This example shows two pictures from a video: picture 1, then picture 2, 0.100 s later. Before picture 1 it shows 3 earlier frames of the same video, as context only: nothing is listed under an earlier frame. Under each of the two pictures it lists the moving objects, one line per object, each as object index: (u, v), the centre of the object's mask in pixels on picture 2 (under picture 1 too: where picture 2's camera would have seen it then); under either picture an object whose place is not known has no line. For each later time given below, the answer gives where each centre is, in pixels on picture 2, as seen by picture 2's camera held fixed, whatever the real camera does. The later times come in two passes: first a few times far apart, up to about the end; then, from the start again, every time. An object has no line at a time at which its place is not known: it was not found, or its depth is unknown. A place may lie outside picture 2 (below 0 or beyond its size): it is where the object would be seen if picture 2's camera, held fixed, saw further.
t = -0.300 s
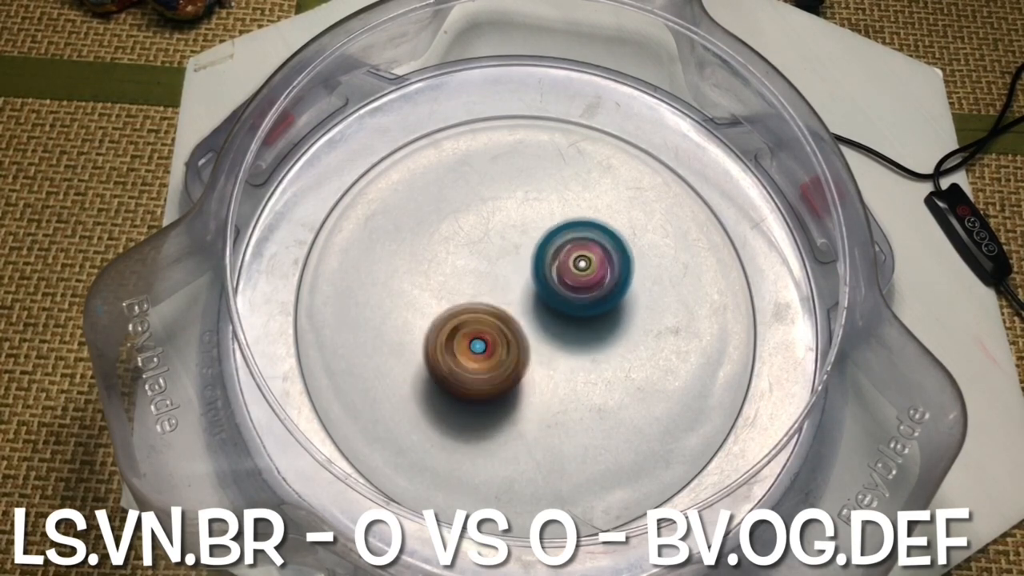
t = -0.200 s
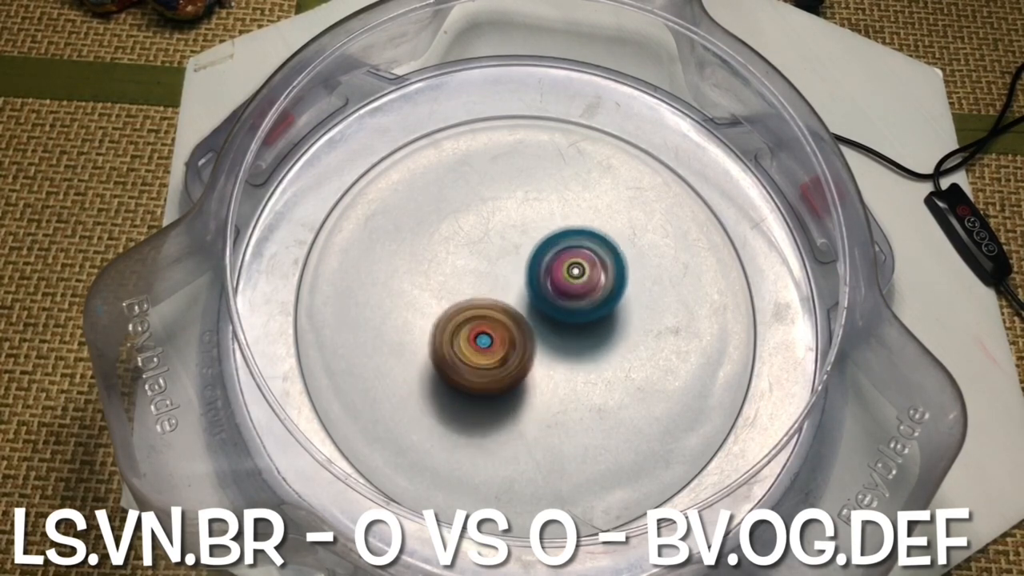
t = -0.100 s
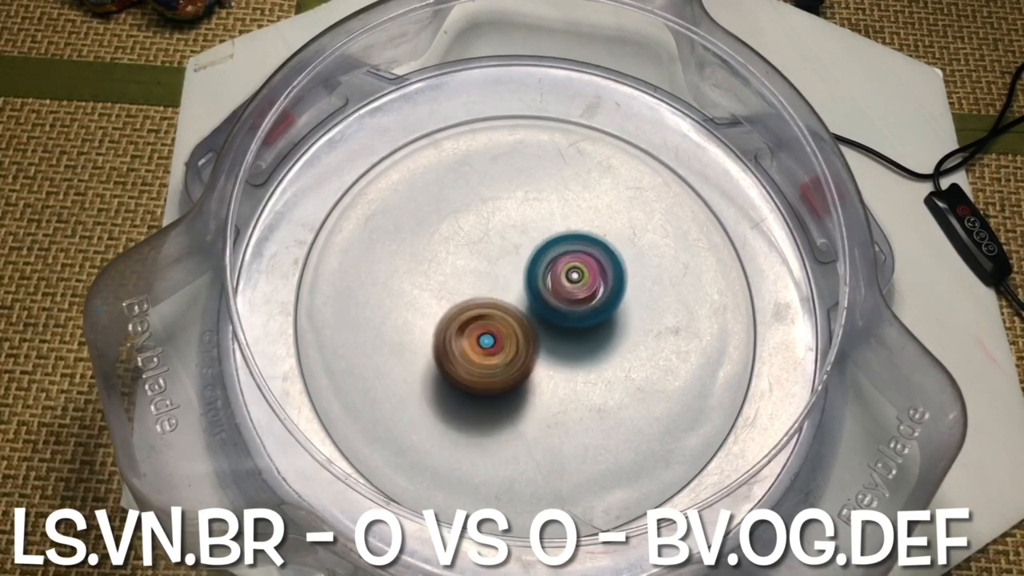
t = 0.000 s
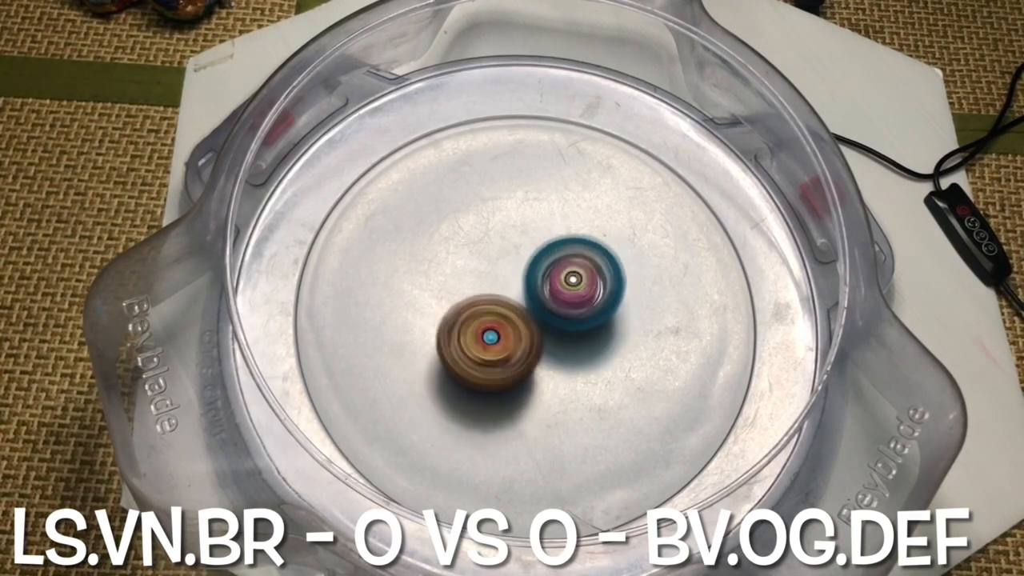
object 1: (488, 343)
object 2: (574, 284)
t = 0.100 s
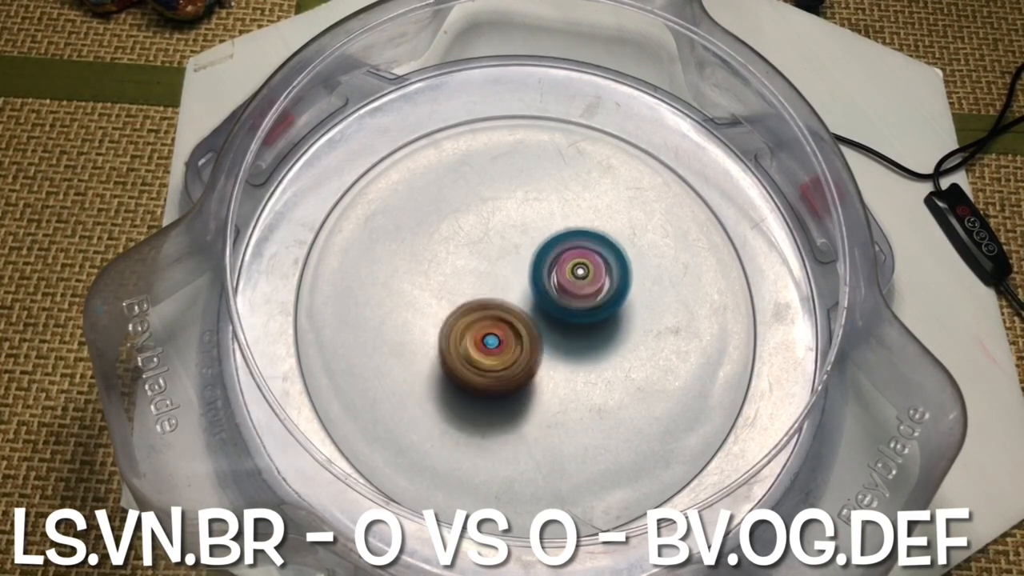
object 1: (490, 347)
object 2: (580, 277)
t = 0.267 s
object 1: (493, 343)
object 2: (577, 277)
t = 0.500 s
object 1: (491, 341)
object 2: (575, 280)
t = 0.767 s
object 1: (481, 342)
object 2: (581, 278)
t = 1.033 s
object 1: (474, 345)
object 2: (581, 277)
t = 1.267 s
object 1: (468, 344)
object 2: (577, 277)
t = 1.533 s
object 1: (479, 336)
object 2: (573, 281)
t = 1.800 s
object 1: (467, 346)
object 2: (598, 279)
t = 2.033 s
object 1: (480, 337)
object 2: (590, 284)
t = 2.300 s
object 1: (488, 339)
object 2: (583, 281)
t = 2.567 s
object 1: (487, 343)
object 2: (582, 276)
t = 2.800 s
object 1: (489, 335)
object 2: (581, 277)
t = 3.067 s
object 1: (486, 337)
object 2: (594, 272)
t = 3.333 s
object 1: (490, 334)
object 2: (577, 280)
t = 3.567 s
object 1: (488, 335)
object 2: (575, 274)
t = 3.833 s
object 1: (480, 340)
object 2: (588, 260)
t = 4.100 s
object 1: (487, 330)
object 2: (576, 259)
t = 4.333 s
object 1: (490, 333)
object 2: (578, 247)
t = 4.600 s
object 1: (493, 331)
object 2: (564, 259)
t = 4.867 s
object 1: (503, 336)
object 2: (565, 258)
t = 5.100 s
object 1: (510, 341)
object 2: (572, 250)
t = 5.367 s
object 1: (510, 339)
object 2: (565, 258)
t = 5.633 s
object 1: (510, 343)
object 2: (566, 257)
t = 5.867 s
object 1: (511, 344)
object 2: (566, 258)
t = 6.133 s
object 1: (514, 347)
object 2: (565, 257)
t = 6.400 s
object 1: (516, 345)
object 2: (562, 250)
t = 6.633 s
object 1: (517, 343)
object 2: (551, 251)
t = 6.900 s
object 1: (519, 355)
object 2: (553, 240)
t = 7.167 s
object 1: (514, 355)
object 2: (546, 265)
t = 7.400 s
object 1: (512, 364)
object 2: (546, 250)
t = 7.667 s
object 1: (505, 357)
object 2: (550, 261)
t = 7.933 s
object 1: (502, 358)
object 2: (537, 271)
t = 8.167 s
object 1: (516, 359)
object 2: (536, 262)
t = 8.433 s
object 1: (507, 353)
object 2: (534, 267)
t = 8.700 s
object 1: (506, 373)
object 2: (542, 252)
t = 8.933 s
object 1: (496, 361)
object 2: (543, 274)
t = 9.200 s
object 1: (487, 357)
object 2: (557, 280)
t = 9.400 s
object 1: (496, 350)
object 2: (561, 278)
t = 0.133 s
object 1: (491, 346)
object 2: (579, 276)
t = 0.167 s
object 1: (492, 343)
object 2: (577, 277)
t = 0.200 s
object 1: (494, 342)
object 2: (575, 278)
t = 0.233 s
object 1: (492, 343)
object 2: (577, 277)
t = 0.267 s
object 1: (493, 343)
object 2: (577, 277)
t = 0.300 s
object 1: (492, 342)
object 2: (576, 278)
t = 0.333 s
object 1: (493, 342)
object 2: (576, 278)
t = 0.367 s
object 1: (491, 343)
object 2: (580, 277)
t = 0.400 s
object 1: (491, 342)
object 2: (580, 277)
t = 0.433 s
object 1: (491, 342)
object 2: (579, 278)
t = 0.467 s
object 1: (490, 341)
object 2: (577, 279)
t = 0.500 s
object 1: (491, 341)
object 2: (575, 280)
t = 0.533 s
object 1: (489, 342)
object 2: (577, 280)
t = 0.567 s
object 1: (488, 342)
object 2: (578, 279)
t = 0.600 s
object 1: (488, 340)
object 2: (576, 281)
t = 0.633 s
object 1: (487, 340)
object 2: (576, 282)
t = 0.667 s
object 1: (484, 343)
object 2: (580, 280)
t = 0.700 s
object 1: (482, 344)
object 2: (581, 278)
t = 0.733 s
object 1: (481, 342)
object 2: (582, 278)
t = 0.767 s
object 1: (481, 342)
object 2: (581, 278)
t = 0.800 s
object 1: (481, 341)
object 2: (580, 279)
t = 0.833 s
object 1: (481, 341)
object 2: (577, 280)
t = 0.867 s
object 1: (480, 340)
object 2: (573, 282)
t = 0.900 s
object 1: (481, 339)
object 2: (571, 284)
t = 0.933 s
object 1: (478, 341)
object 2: (572, 283)
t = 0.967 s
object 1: (475, 345)
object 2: (577, 279)
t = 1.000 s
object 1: (473, 345)
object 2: (580, 277)
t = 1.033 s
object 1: (474, 345)
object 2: (581, 277)
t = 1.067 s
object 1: (475, 343)
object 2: (581, 277)
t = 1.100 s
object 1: (475, 342)
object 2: (578, 278)
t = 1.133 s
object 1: (476, 340)
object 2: (575, 279)
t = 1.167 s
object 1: (478, 339)
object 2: (571, 281)
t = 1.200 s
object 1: (479, 337)
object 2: (567, 282)
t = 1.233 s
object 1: (473, 342)
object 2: (572, 280)
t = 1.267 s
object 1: (468, 344)
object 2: (577, 277)
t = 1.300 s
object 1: (467, 345)
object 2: (580, 276)
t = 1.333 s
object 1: (467, 346)
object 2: (582, 275)
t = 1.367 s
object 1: (468, 343)
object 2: (582, 275)
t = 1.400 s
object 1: (469, 343)
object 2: (582, 275)
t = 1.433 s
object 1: (471, 340)
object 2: (581, 276)
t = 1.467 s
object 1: (472, 339)
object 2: (579, 277)
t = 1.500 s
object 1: (476, 338)
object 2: (575, 279)
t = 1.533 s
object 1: (479, 336)
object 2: (573, 281)
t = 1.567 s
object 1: (482, 336)
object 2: (571, 283)
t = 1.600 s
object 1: (482, 336)
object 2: (573, 283)
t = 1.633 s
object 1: (484, 337)
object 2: (575, 284)
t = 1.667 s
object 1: (485, 337)
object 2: (575, 285)
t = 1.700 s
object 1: (477, 341)
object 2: (583, 283)
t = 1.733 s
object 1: (470, 344)
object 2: (592, 280)
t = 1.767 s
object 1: (468, 346)
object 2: (597, 279)
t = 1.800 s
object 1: (467, 346)
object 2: (598, 279)
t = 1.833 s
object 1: (467, 345)
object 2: (599, 279)
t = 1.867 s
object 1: (469, 344)
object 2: (598, 279)
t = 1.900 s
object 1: (469, 343)
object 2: (597, 279)
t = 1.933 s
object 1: (472, 341)
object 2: (596, 280)
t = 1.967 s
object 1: (474, 339)
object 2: (595, 281)
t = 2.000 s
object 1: (476, 339)
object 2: (593, 282)
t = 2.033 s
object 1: (480, 337)
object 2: (590, 284)
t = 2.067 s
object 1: (485, 335)
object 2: (587, 286)
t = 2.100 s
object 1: (488, 334)
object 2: (583, 288)
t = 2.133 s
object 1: (484, 337)
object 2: (589, 284)
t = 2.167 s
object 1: (485, 339)
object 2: (594, 281)
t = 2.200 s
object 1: (485, 340)
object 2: (594, 281)
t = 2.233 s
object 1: (487, 339)
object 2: (592, 281)
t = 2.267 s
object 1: (488, 339)
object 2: (588, 281)
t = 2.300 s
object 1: (488, 339)
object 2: (583, 281)
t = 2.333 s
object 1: (490, 339)
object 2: (578, 282)
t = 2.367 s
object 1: (491, 338)
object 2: (575, 282)
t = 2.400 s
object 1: (490, 339)
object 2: (576, 282)
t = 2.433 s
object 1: (491, 339)
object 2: (576, 281)
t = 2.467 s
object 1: (488, 342)
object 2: (581, 277)
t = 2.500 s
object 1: (488, 341)
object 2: (582, 277)
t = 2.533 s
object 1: (487, 342)
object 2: (582, 277)
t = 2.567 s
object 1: (487, 343)
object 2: (582, 276)
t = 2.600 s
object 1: (489, 340)
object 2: (582, 275)
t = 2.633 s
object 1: (490, 340)
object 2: (581, 275)
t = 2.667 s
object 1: (489, 339)
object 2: (580, 275)
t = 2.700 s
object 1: (490, 337)
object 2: (580, 275)
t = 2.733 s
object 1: (491, 336)
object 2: (579, 276)
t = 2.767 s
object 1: (492, 335)
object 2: (577, 277)
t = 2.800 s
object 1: (489, 335)
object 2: (581, 277)
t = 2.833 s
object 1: (489, 336)
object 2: (583, 276)
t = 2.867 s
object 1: (489, 335)
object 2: (584, 277)
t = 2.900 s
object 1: (492, 333)
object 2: (582, 278)
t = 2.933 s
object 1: (492, 333)
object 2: (583, 278)
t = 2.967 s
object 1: (488, 335)
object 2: (589, 274)
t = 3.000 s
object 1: (488, 338)
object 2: (593, 272)
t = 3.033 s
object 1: (486, 338)
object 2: (594, 272)
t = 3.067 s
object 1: (486, 337)
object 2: (594, 272)
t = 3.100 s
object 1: (485, 337)
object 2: (593, 273)
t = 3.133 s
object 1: (485, 337)
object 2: (592, 273)
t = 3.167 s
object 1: (486, 337)
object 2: (591, 273)
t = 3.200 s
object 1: (485, 338)
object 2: (589, 275)
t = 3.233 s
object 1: (486, 336)
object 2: (587, 276)
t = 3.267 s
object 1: (487, 336)
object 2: (584, 277)
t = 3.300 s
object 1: (488, 335)
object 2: (581, 279)
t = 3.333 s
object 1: (490, 334)
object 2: (577, 280)
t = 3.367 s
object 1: (487, 335)
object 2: (575, 281)
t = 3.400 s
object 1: (483, 337)
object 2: (580, 279)
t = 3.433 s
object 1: (485, 339)
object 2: (581, 278)
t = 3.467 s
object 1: (486, 340)
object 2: (580, 278)
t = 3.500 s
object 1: (488, 338)
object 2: (577, 277)
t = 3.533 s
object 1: (489, 337)
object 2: (575, 276)
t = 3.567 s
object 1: (488, 335)
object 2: (575, 274)
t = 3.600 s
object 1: (483, 340)
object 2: (581, 267)
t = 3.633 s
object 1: (480, 340)
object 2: (588, 262)
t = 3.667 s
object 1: (480, 341)
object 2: (590, 261)
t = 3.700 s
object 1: (479, 342)
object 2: (592, 260)
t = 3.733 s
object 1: (479, 341)
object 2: (591, 260)
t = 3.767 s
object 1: (479, 340)
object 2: (590, 260)
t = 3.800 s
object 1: (477, 339)
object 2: (589, 260)
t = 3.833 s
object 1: (480, 340)
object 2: (588, 260)
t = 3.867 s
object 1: (480, 339)
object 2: (586, 261)
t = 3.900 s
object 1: (483, 337)
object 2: (584, 261)
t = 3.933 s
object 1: (485, 335)
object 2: (582, 262)
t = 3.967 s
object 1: (486, 330)
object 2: (579, 263)
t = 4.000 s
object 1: (490, 329)
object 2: (576, 264)
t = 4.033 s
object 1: (491, 326)
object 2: (572, 266)
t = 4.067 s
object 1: (490, 328)
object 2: (576, 263)
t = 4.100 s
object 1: (487, 330)
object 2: (576, 259)
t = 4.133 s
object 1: (489, 329)
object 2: (577, 259)
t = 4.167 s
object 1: (491, 330)
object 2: (574, 260)
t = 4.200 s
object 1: (493, 325)
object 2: (571, 260)
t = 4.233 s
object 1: (493, 328)
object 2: (571, 257)
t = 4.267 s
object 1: (490, 331)
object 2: (574, 251)
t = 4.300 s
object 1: (491, 334)
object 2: (576, 246)
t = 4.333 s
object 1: (490, 333)
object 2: (578, 247)
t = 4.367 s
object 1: (491, 333)
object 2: (577, 247)
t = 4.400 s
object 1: (489, 333)
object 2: (576, 249)
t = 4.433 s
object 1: (490, 334)
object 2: (574, 250)
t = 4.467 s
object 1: (489, 334)
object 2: (572, 251)
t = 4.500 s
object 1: (491, 333)
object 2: (571, 253)
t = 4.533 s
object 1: (492, 333)
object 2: (569, 256)
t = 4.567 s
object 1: (493, 331)
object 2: (567, 257)
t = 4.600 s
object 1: (493, 331)
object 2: (564, 259)
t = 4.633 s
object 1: (493, 335)
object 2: (568, 254)
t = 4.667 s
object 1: (497, 337)
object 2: (569, 251)
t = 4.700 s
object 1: (499, 335)
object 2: (571, 252)
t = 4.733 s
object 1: (501, 334)
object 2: (569, 255)
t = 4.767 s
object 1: (501, 332)
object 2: (566, 257)
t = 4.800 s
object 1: (501, 334)
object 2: (566, 256)
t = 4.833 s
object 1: (502, 333)
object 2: (567, 258)
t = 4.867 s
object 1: (503, 336)
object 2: (565, 258)
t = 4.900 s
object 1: (502, 338)
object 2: (567, 256)
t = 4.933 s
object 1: (505, 340)
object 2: (567, 254)
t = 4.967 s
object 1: (508, 338)
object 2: (568, 253)
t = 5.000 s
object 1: (510, 337)
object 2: (567, 255)
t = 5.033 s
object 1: (509, 337)
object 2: (567, 252)
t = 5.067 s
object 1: (510, 342)
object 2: (570, 249)
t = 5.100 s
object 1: (510, 341)
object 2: (572, 250)
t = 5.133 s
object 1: (511, 342)
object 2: (570, 254)
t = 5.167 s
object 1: (509, 340)
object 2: (568, 256)
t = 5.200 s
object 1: (509, 340)
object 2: (565, 257)
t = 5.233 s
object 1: (509, 340)
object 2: (563, 257)
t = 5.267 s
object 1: (510, 340)
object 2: (563, 256)
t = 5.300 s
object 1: (510, 338)
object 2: (564, 257)
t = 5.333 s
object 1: (509, 340)
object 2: (566, 257)
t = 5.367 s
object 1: (510, 339)
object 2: (565, 258)
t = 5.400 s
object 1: (509, 341)
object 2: (566, 258)
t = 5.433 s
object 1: (510, 341)
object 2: (566, 257)
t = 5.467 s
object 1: (510, 343)
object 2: (568, 256)
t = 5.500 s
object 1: (511, 342)
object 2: (567, 257)
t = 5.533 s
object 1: (509, 341)
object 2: (565, 258)
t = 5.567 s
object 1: (510, 341)
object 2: (564, 257)
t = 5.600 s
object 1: (509, 342)
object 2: (565, 256)
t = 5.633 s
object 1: (510, 343)
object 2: (566, 257)
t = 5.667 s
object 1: (509, 343)
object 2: (566, 259)
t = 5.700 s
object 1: (509, 343)
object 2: (564, 260)
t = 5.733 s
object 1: (508, 344)
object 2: (563, 260)
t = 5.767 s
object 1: (510, 347)
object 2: (564, 259)
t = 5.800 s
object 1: (509, 347)
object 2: (567, 257)
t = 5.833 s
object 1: (512, 347)
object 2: (567, 257)
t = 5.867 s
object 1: (511, 344)
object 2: (566, 258)
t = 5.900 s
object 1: (511, 344)
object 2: (564, 259)
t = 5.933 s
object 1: (511, 343)
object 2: (563, 258)
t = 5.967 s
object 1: (510, 345)
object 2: (566, 257)
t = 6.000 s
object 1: (511, 343)
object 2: (567, 257)
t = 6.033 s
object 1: (509, 342)
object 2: (565, 260)
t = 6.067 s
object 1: (509, 346)
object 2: (565, 257)
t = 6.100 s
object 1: (509, 349)
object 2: (566, 256)
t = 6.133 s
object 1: (514, 347)
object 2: (565, 257)
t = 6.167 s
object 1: (513, 342)
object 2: (563, 257)
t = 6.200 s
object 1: (514, 342)
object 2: (562, 254)
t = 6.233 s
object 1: (513, 345)
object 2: (566, 248)
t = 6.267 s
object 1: (514, 347)
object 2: (567, 245)
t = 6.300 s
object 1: (516, 346)
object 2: (568, 244)
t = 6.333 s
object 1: (516, 347)
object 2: (569, 247)
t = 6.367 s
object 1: (517, 346)
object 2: (566, 249)
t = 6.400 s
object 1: (516, 345)
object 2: (562, 250)
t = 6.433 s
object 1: (518, 344)
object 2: (558, 250)
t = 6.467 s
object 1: (517, 342)
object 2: (556, 251)
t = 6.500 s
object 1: (519, 341)
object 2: (553, 251)
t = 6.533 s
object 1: (519, 339)
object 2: (551, 252)
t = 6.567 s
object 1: (518, 339)
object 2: (550, 253)
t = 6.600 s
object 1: (518, 340)
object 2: (552, 251)
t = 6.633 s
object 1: (517, 343)
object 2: (551, 251)
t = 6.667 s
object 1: (521, 342)
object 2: (550, 250)
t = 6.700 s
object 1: (521, 350)
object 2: (552, 244)
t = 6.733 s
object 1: (523, 357)
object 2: (552, 238)
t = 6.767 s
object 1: (521, 357)
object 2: (553, 234)
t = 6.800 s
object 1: (520, 359)
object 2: (554, 233)
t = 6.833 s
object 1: (523, 360)
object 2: (553, 234)
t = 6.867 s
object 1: (521, 358)
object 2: (554, 238)
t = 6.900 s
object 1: (519, 355)
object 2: (553, 240)
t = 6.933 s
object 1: (515, 353)
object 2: (551, 243)
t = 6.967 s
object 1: (514, 353)
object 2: (550, 250)
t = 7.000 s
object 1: (514, 351)
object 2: (548, 255)
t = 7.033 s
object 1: (511, 351)
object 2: (548, 259)
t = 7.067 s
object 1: (513, 355)
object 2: (550, 260)
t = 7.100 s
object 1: (512, 355)
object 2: (550, 261)
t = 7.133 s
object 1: (512, 357)
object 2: (549, 263)
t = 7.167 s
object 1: (514, 355)
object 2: (546, 265)
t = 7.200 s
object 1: (511, 355)
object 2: (545, 265)
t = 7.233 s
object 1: (512, 354)
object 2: (543, 266)
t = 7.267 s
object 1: (511, 356)
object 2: (543, 264)
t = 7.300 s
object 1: (513, 359)
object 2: (544, 261)
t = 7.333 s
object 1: (515, 355)
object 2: (544, 261)
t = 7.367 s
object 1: (512, 356)
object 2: (544, 257)
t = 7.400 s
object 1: (512, 364)
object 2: (546, 250)
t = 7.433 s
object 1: (512, 365)
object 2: (547, 247)
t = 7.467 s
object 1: (510, 366)
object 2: (548, 244)
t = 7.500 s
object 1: (514, 367)
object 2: (549, 244)
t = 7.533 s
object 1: (514, 364)
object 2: (550, 245)
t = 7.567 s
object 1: (512, 362)
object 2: (551, 248)
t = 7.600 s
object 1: (511, 358)
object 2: (550, 253)
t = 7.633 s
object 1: (507, 356)
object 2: (549, 257)
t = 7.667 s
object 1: (505, 357)
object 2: (550, 261)
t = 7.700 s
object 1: (504, 355)
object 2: (548, 267)
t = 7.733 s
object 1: (501, 356)
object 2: (547, 269)
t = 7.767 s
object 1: (500, 358)
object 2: (548, 270)
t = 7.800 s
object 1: (500, 357)
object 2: (547, 271)
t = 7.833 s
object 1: (500, 357)
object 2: (544, 273)
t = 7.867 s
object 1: (501, 356)
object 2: (541, 274)
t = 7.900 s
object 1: (502, 357)
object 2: (539, 272)
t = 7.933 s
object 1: (502, 358)
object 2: (537, 271)
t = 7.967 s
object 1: (503, 359)
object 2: (536, 268)
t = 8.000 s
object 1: (504, 362)
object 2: (537, 266)
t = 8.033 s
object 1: (506, 363)
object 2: (537, 265)
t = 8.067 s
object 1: (511, 362)
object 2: (537, 264)
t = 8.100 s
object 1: (515, 357)
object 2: (537, 264)
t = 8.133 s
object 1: (515, 353)
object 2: (536, 264)
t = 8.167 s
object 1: (516, 359)
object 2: (536, 262)
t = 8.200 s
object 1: (514, 360)
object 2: (538, 256)
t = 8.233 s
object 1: (511, 363)
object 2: (541, 253)
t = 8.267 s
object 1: (515, 365)
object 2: (543, 253)
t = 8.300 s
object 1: (516, 364)
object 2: (542, 256)
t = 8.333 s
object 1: (515, 360)
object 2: (541, 258)
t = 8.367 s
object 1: (512, 359)
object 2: (538, 262)
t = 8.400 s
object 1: (511, 357)
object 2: (536, 264)
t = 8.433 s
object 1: (507, 353)
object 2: (534, 267)
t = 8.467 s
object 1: (505, 355)
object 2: (532, 268)
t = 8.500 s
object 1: (506, 354)
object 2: (532, 269)
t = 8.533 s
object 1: (504, 357)
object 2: (532, 268)
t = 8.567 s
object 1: (502, 359)
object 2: (534, 268)
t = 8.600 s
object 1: (500, 365)
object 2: (537, 263)
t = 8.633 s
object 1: (499, 370)
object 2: (539, 258)
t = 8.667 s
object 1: (501, 374)
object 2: (541, 253)
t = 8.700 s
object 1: (506, 373)
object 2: (542, 252)
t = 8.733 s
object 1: (510, 370)
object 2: (543, 251)
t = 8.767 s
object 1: (508, 366)
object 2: (544, 253)
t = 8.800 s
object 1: (505, 366)
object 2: (543, 255)
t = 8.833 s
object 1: (502, 365)
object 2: (543, 258)
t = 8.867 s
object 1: (500, 364)
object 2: (542, 264)
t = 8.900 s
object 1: (497, 364)
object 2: (542, 269)
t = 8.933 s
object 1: (496, 361)
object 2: (543, 274)
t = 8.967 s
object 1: (496, 358)
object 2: (544, 278)
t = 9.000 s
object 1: (490, 360)
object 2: (548, 280)
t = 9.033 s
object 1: (487, 363)
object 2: (549, 283)
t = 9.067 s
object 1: (488, 359)
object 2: (550, 285)
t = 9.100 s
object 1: (487, 359)
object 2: (551, 284)
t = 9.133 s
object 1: (487, 359)
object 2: (553, 281)
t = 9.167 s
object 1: (486, 358)
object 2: (555, 280)
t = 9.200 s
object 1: (487, 357)
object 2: (557, 280)
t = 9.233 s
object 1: (489, 357)
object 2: (558, 282)
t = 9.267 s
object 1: (492, 356)
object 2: (558, 283)
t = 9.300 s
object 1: (495, 353)
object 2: (558, 285)
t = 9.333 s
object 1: (496, 352)
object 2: (558, 287)
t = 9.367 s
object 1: (497, 352)
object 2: (560, 282)
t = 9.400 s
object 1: (496, 350)
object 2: (561, 278)
